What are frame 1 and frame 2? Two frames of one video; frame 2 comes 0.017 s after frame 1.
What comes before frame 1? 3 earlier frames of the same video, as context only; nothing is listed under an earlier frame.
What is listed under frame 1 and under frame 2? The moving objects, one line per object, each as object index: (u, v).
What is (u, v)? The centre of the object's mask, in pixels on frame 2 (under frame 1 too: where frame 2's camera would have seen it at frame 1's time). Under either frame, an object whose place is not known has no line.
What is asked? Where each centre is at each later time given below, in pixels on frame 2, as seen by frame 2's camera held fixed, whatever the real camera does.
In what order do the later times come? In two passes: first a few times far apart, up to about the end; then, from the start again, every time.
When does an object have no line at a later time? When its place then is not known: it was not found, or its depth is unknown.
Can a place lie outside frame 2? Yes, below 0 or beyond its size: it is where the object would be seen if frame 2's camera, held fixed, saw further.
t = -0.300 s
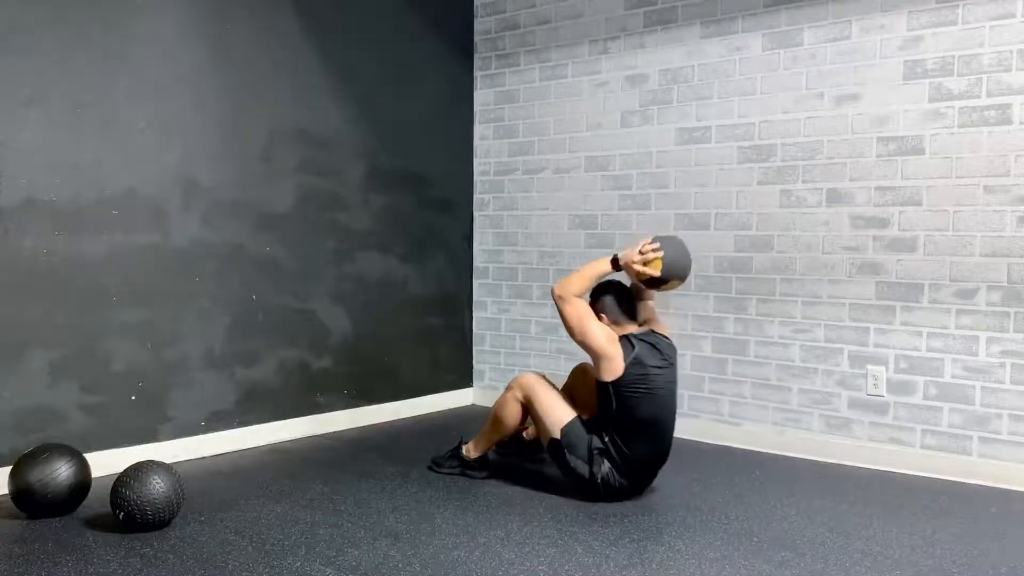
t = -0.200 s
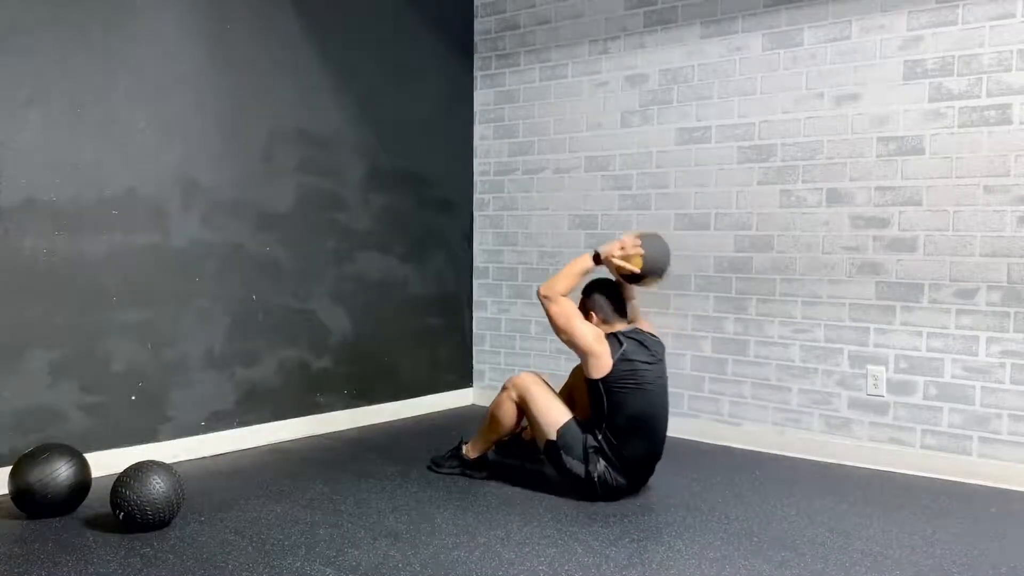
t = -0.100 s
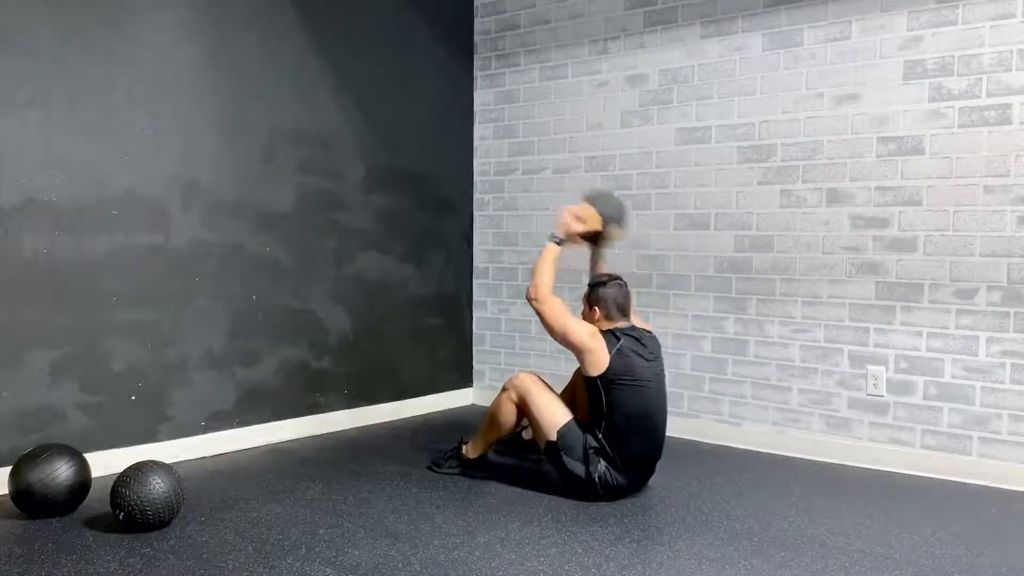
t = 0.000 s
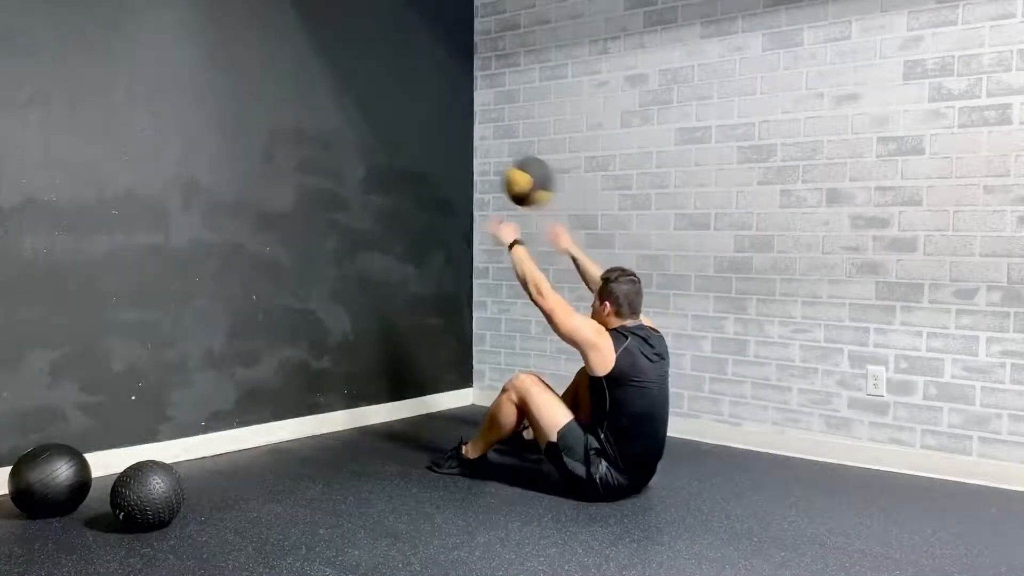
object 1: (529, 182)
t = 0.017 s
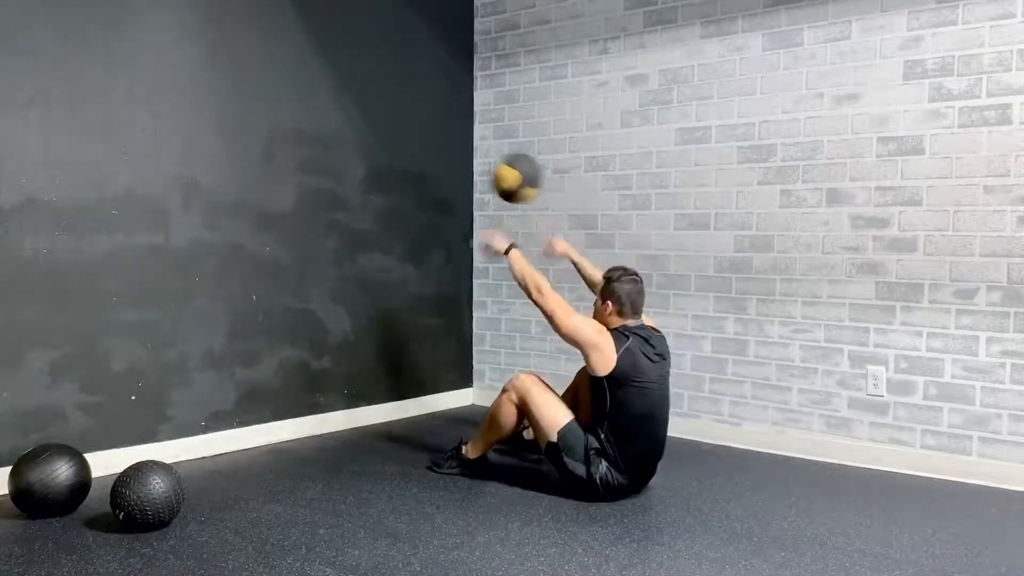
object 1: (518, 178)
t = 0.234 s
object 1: (381, 187)
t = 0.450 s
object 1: (387, 267)
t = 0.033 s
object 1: (506, 175)
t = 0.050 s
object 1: (494, 173)
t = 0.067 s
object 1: (482, 171)
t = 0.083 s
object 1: (471, 170)
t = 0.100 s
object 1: (460, 170)
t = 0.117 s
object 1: (450, 171)
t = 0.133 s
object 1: (440, 171)
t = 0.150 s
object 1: (430, 172)
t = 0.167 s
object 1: (420, 174)
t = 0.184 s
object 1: (410, 177)
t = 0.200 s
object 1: (400, 180)
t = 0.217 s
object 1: (391, 183)
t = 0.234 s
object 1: (381, 187)
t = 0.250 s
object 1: (372, 192)
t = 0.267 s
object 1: (365, 198)
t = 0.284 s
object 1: (357, 203)
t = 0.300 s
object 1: (347, 209)
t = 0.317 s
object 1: (340, 216)
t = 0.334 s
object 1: (343, 221)
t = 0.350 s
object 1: (351, 224)
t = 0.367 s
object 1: (357, 229)
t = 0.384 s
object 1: (363, 235)
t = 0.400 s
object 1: (369, 242)
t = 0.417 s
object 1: (375, 250)
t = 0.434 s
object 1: (382, 258)
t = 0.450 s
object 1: (387, 267)
